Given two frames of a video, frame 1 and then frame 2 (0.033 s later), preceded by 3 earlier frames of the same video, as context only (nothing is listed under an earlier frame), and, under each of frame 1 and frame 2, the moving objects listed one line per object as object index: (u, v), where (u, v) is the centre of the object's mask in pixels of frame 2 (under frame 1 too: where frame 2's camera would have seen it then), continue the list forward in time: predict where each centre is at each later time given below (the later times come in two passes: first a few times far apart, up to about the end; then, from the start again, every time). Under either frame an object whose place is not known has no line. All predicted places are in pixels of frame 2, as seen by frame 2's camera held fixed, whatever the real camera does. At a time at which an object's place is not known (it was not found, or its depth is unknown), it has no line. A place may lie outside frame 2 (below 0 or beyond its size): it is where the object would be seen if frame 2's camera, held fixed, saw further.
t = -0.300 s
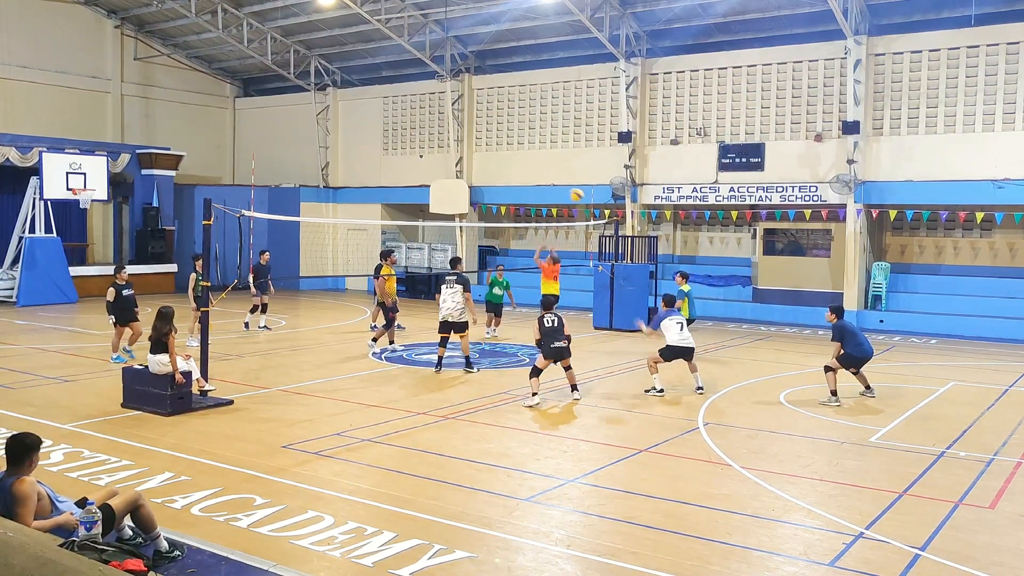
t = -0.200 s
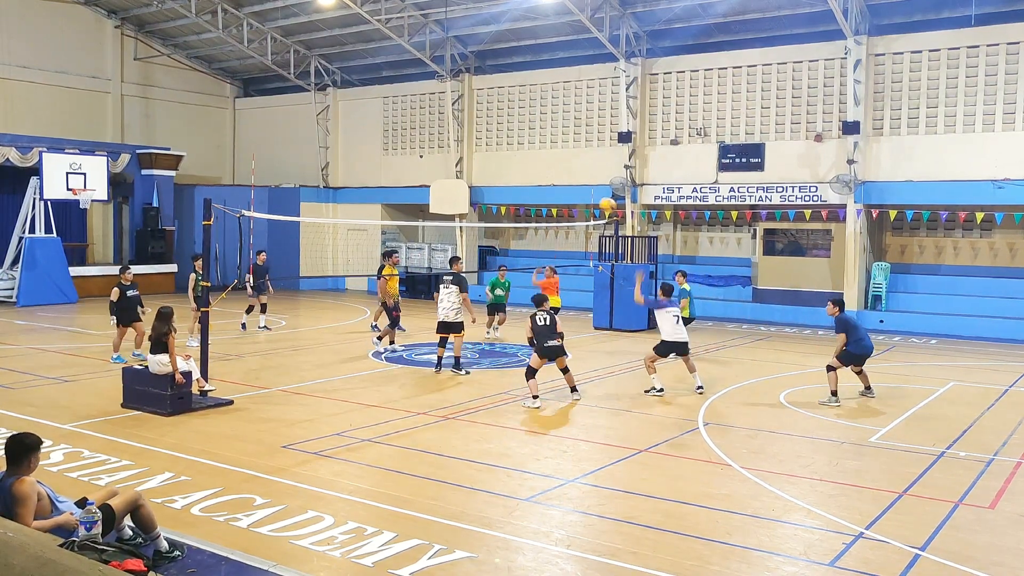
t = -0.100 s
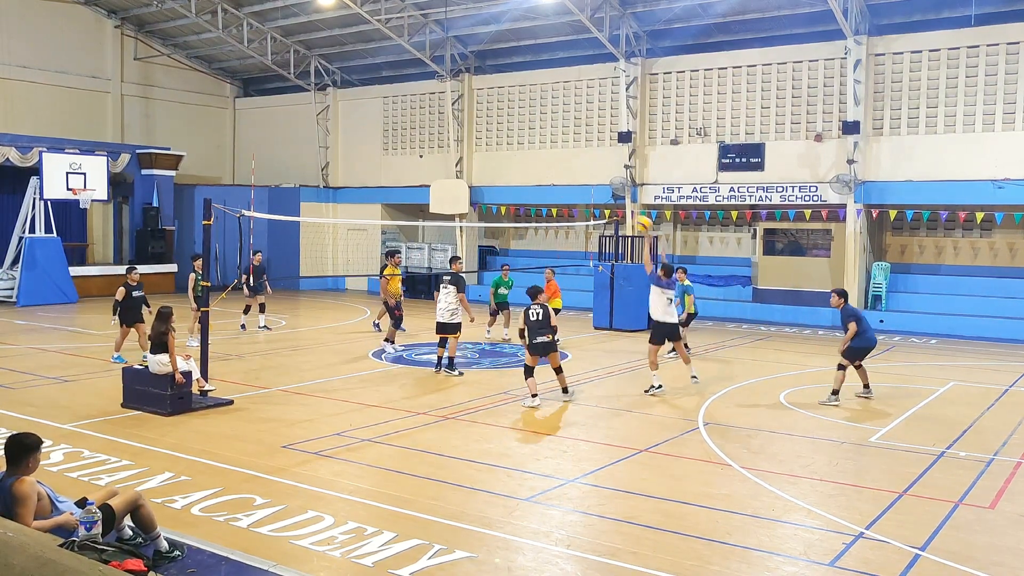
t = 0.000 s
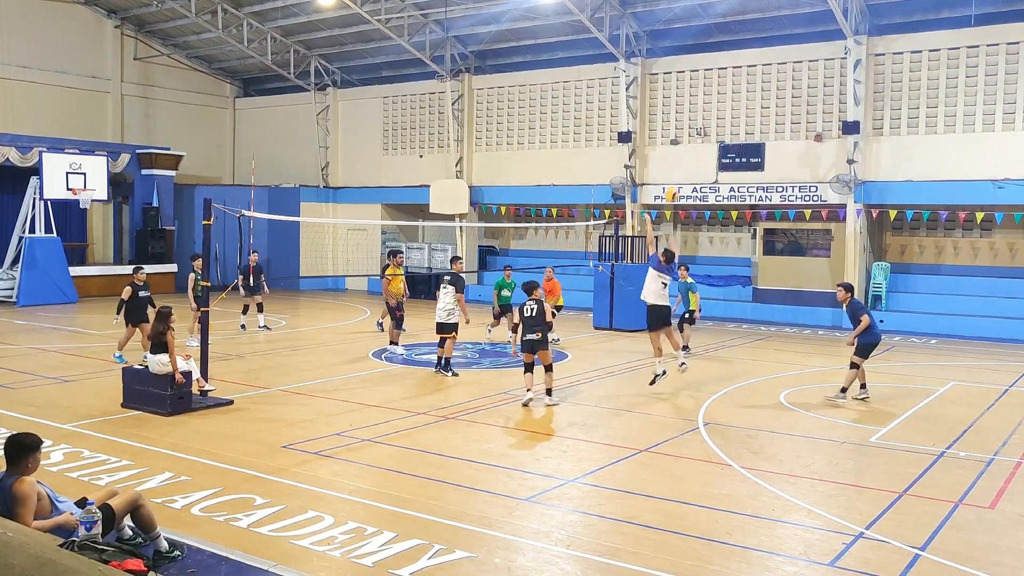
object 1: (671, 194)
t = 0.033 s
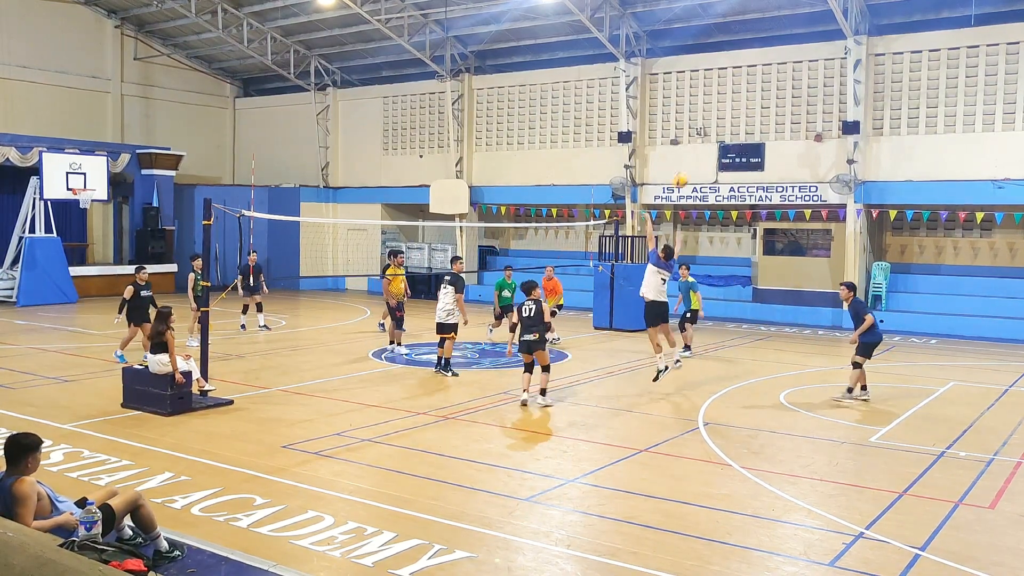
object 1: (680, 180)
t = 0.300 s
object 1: (753, 92)
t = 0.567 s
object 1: (838, 51)
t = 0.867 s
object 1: (950, 81)
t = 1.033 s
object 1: (1016, 143)
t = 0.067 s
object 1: (689, 167)
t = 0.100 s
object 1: (698, 154)
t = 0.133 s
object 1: (706, 142)
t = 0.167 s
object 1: (714, 130)
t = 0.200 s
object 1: (724, 120)
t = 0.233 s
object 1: (734, 109)
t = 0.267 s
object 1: (743, 100)
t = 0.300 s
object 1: (753, 92)
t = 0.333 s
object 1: (763, 84)
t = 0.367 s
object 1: (773, 77)
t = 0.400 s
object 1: (784, 69)
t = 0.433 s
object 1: (795, 64)
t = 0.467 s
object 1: (805, 60)
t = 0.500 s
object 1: (816, 56)
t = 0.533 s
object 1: (827, 53)
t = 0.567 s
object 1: (838, 51)
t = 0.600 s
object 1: (849, 49)
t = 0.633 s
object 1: (861, 49)
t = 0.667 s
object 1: (873, 50)
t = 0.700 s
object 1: (885, 53)
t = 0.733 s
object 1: (899, 57)
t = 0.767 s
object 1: (911, 61)
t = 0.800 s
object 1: (923, 66)
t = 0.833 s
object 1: (936, 73)
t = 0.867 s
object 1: (950, 81)
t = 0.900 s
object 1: (964, 91)
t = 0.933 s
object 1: (976, 101)
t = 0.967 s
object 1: (990, 113)
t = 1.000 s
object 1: (1004, 127)
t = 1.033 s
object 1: (1016, 143)
